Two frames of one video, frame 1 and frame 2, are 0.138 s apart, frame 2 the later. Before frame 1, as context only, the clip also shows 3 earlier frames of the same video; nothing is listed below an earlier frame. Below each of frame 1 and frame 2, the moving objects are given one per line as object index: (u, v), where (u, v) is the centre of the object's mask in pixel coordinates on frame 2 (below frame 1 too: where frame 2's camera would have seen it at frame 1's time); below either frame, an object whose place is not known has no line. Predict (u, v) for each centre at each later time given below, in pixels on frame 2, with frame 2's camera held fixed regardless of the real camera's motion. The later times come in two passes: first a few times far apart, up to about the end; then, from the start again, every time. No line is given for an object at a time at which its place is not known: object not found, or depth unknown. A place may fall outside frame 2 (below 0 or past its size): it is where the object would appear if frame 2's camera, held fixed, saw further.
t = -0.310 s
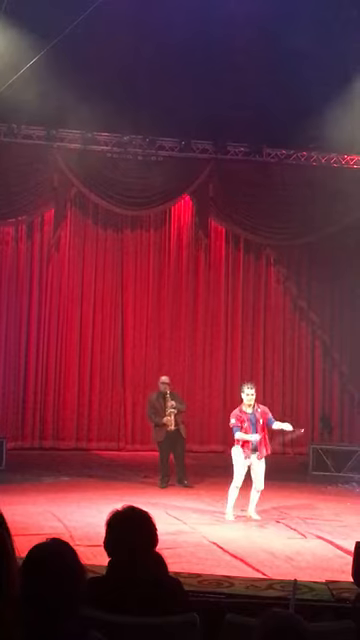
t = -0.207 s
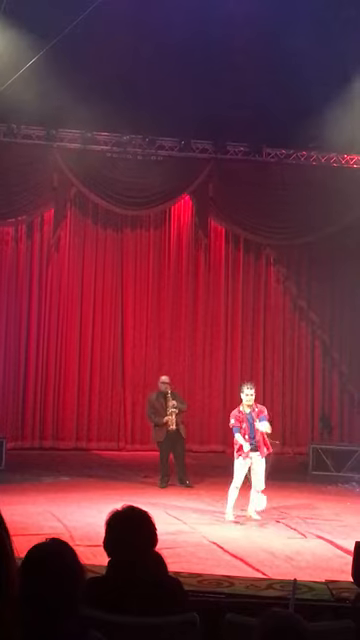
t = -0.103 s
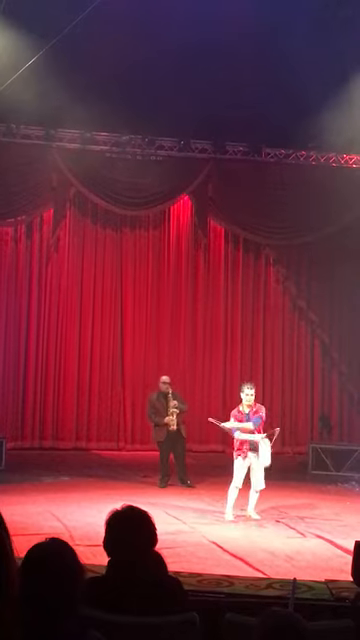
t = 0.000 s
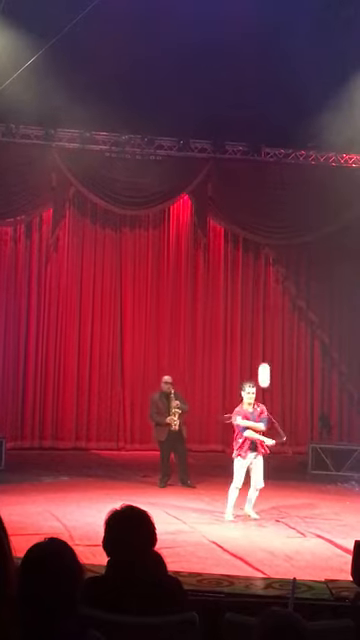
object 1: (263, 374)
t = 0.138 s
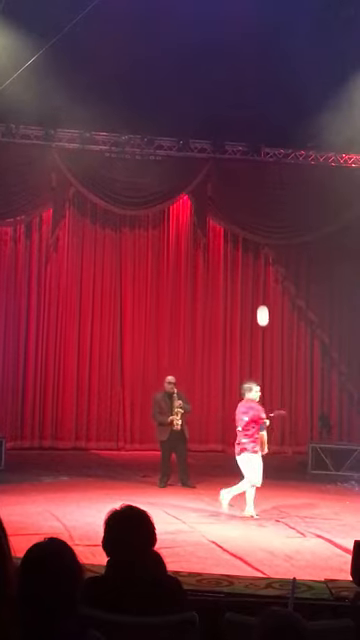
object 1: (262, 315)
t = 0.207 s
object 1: (262, 291)
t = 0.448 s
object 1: (260, 239)
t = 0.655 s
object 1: (257, 232)
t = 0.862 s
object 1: (253, 257)
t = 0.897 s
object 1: (252, 264)
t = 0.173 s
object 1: (262, 302)
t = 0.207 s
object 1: (262, 291)
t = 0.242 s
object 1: (262, 281)
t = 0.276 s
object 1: (261, 272)
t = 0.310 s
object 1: (261, 263)
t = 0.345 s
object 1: (261, 255)
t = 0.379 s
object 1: (260, 249)
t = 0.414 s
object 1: (260, 244)
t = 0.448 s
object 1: (260, 239)
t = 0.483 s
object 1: (259, 236)
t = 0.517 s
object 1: (259, 233)
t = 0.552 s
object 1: (258, 232)
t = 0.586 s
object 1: (258, 231)
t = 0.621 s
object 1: (257, 231)
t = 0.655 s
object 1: (257, 232)
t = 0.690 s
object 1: (257, 234)
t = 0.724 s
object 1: (256, 237)
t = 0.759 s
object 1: (255, 241)
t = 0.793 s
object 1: (254, 245)
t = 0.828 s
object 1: (254, 251)
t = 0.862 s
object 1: (253, 257)
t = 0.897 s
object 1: (252, 264)
